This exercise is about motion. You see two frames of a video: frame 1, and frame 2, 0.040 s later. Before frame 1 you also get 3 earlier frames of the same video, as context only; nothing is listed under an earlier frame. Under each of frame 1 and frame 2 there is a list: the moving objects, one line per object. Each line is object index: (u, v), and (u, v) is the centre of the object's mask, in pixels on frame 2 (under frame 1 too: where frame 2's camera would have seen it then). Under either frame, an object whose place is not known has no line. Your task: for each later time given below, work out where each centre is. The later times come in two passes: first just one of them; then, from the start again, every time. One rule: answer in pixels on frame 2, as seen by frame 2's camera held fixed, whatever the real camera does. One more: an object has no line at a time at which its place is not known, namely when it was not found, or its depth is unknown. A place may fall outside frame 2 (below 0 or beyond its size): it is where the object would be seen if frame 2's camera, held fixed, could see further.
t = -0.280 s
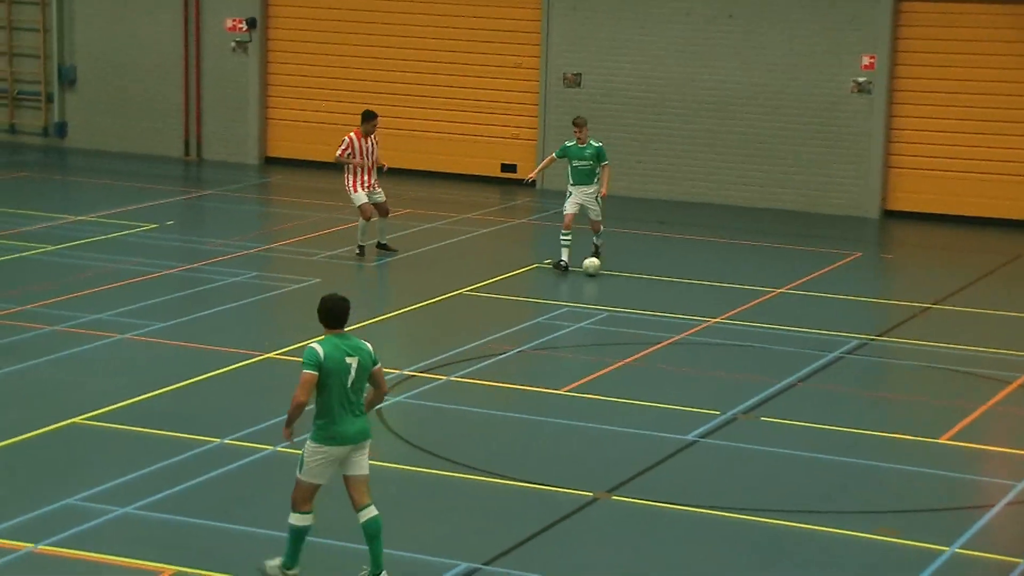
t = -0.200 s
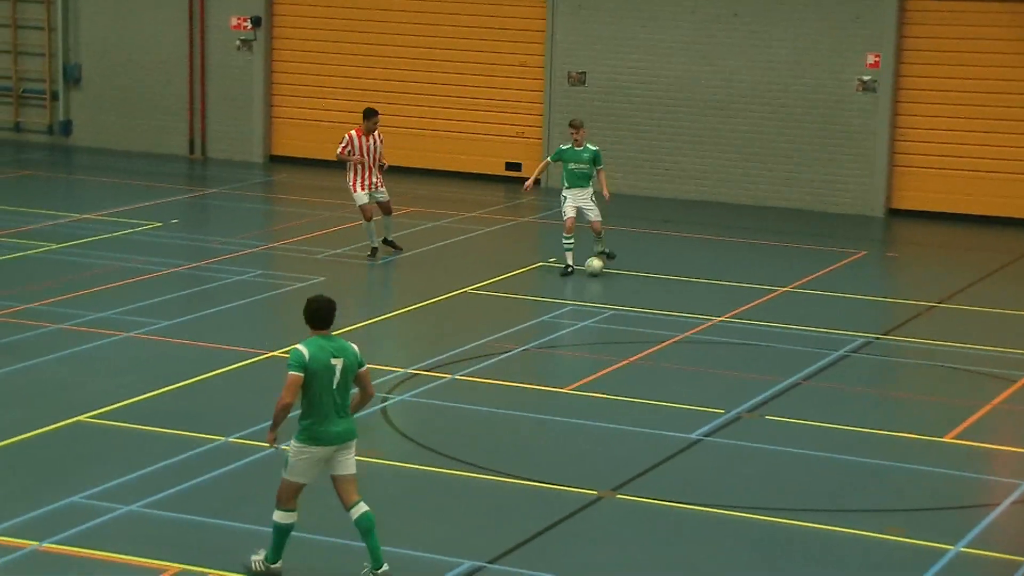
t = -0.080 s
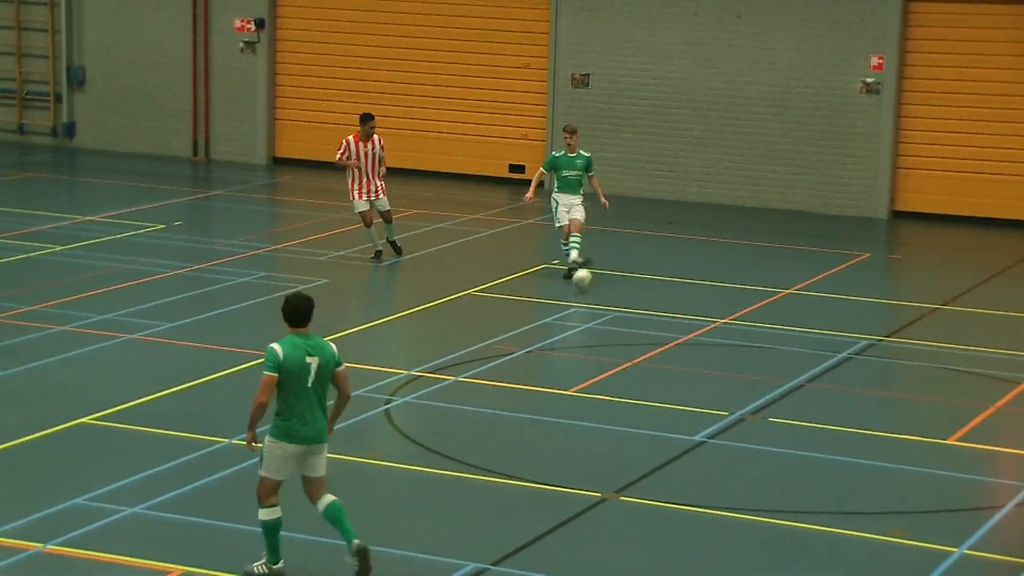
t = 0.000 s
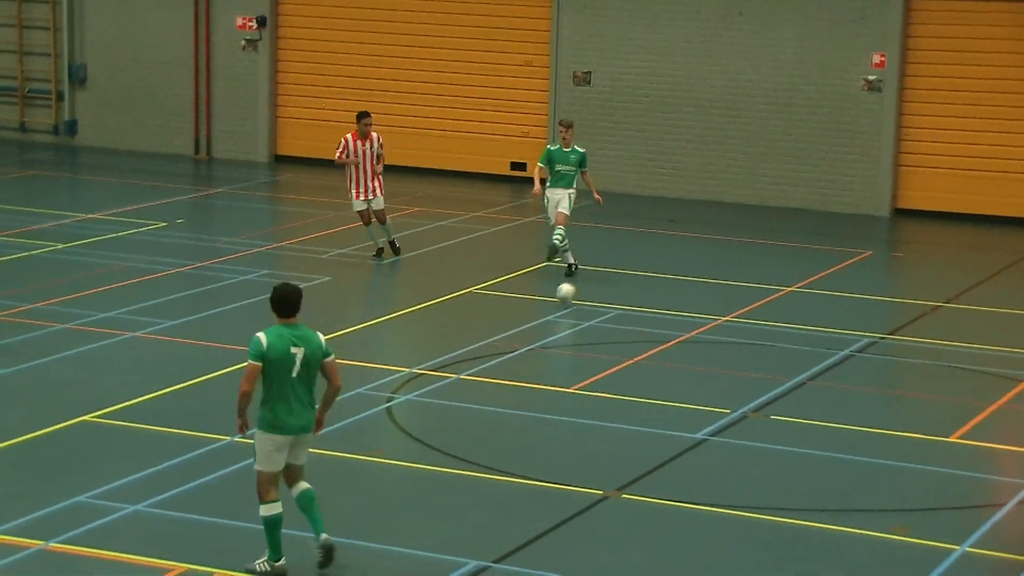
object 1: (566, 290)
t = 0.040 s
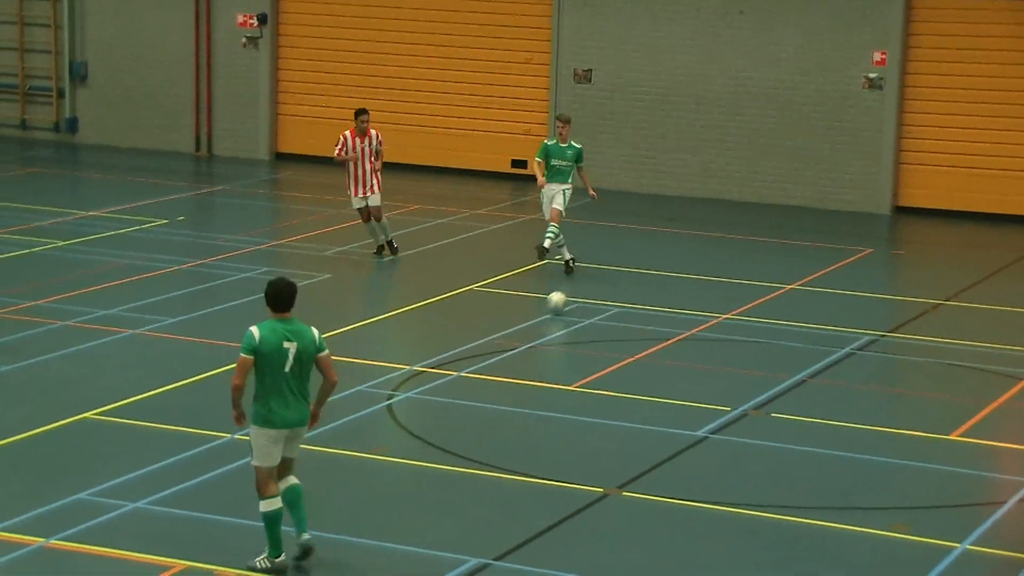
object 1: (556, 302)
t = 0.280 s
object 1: (497, 356)
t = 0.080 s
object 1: (547, 311)
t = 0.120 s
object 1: (537, 318)
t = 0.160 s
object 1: (528, 328)
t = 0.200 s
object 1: (518, 338)
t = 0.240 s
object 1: (508, 347)
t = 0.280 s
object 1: (497, 356)
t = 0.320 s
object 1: (487, 365)
